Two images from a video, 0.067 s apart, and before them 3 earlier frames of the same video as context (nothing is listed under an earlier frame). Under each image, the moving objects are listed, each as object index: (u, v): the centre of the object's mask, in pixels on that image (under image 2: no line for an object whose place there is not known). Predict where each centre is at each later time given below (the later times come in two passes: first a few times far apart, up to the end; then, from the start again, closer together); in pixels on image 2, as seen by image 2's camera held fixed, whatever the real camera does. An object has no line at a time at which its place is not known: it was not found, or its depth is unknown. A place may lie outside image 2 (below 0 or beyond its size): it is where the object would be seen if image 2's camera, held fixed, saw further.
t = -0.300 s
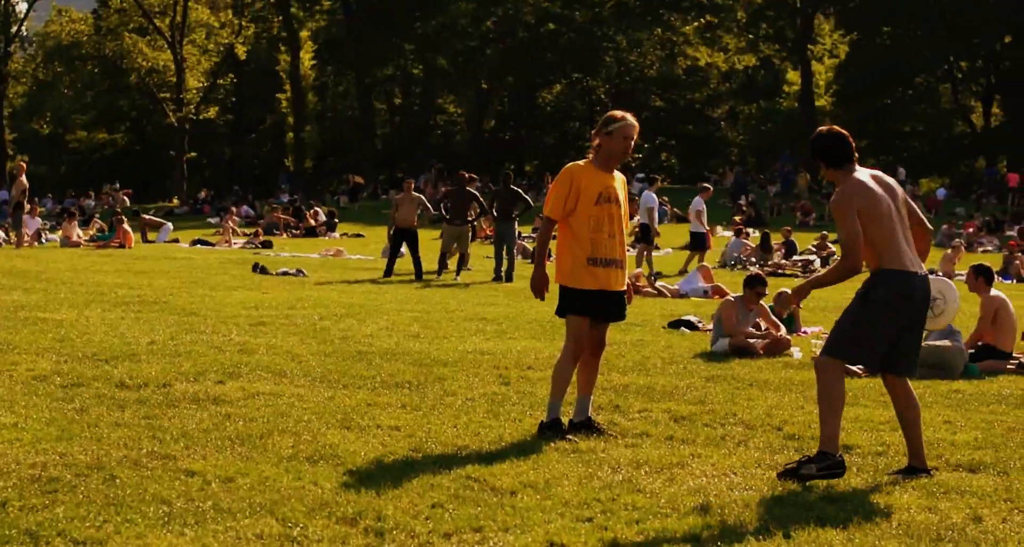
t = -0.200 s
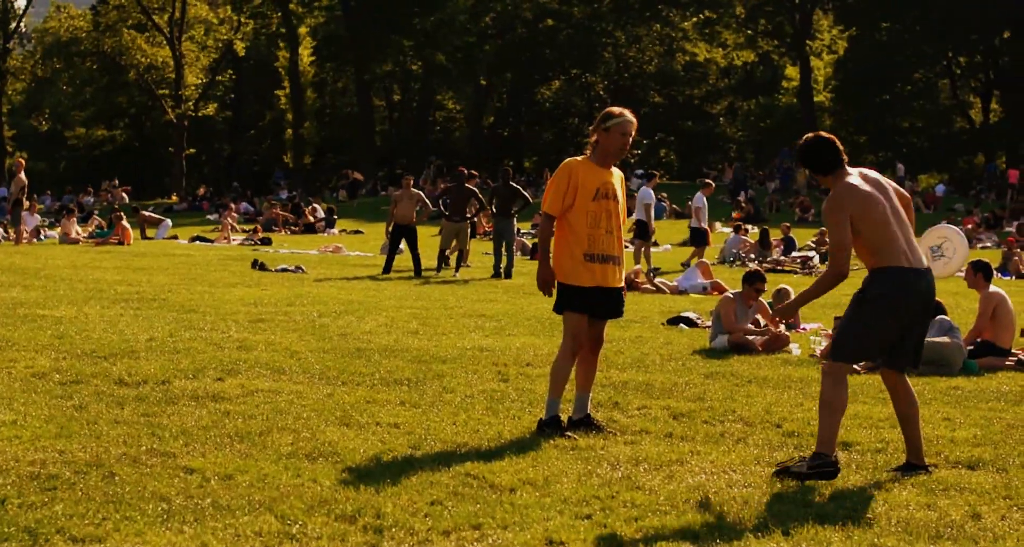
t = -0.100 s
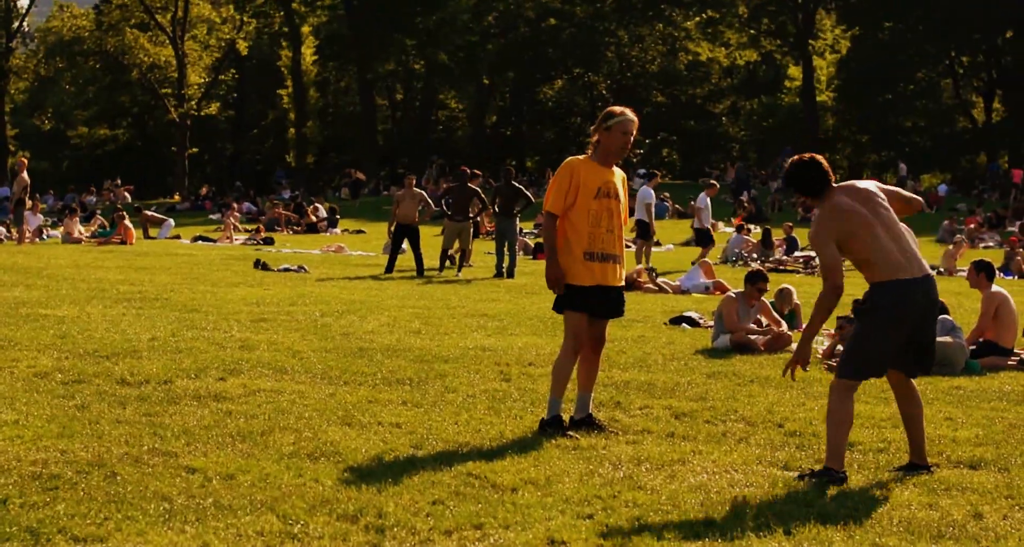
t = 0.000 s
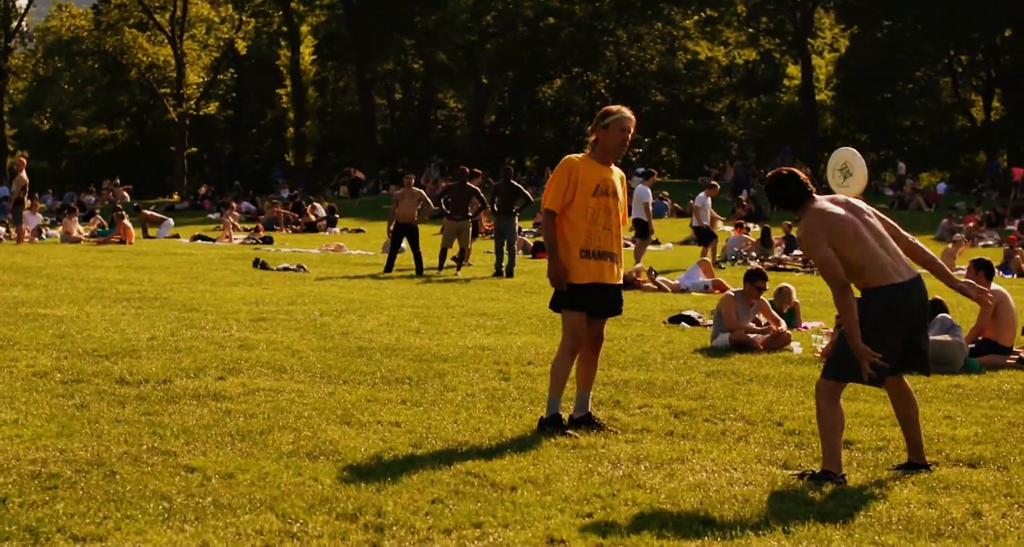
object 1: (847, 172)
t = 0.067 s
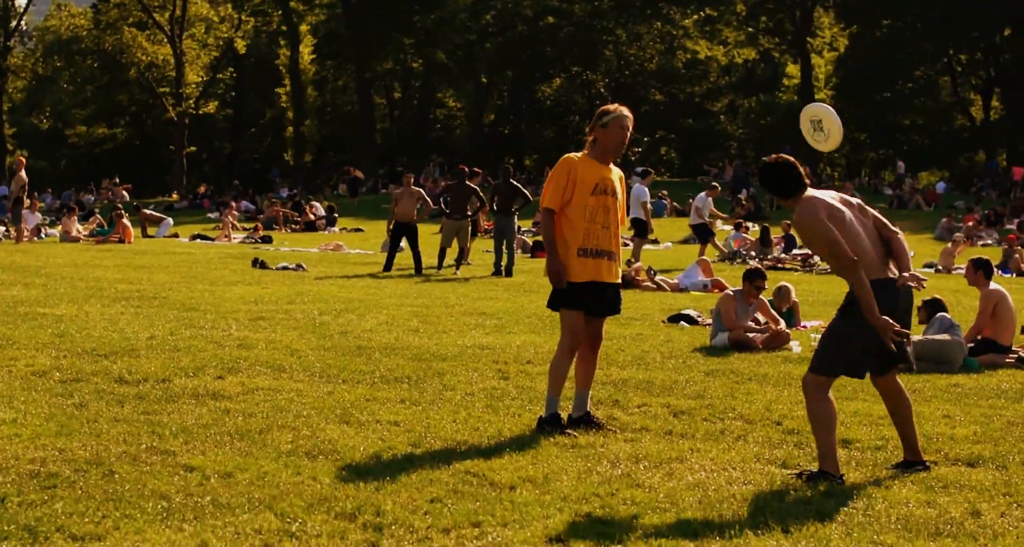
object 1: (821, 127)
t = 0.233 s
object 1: (760, 53)
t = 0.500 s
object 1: (663, 44)
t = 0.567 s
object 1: (639, 63)
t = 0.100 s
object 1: (809, 108)
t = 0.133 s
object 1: (797, 92)
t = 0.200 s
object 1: (772, 64)
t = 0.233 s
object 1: (760, 53)
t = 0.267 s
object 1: (748, 45)
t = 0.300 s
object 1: (735, 39)
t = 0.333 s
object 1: (723, 35)
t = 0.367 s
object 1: (711, 33)
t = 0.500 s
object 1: (663, 44)
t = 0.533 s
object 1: (651, 53)
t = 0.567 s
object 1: (639, 63)
